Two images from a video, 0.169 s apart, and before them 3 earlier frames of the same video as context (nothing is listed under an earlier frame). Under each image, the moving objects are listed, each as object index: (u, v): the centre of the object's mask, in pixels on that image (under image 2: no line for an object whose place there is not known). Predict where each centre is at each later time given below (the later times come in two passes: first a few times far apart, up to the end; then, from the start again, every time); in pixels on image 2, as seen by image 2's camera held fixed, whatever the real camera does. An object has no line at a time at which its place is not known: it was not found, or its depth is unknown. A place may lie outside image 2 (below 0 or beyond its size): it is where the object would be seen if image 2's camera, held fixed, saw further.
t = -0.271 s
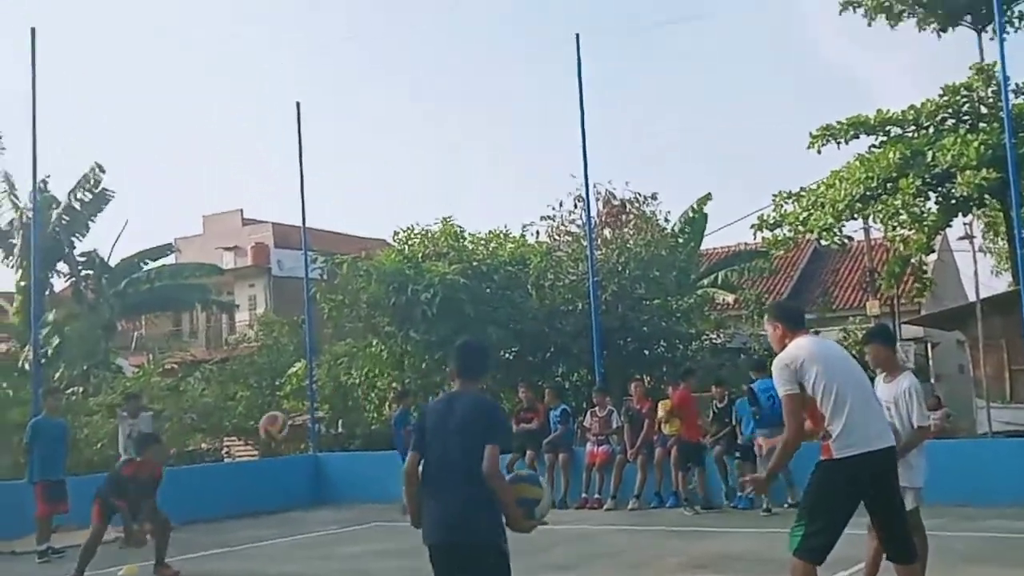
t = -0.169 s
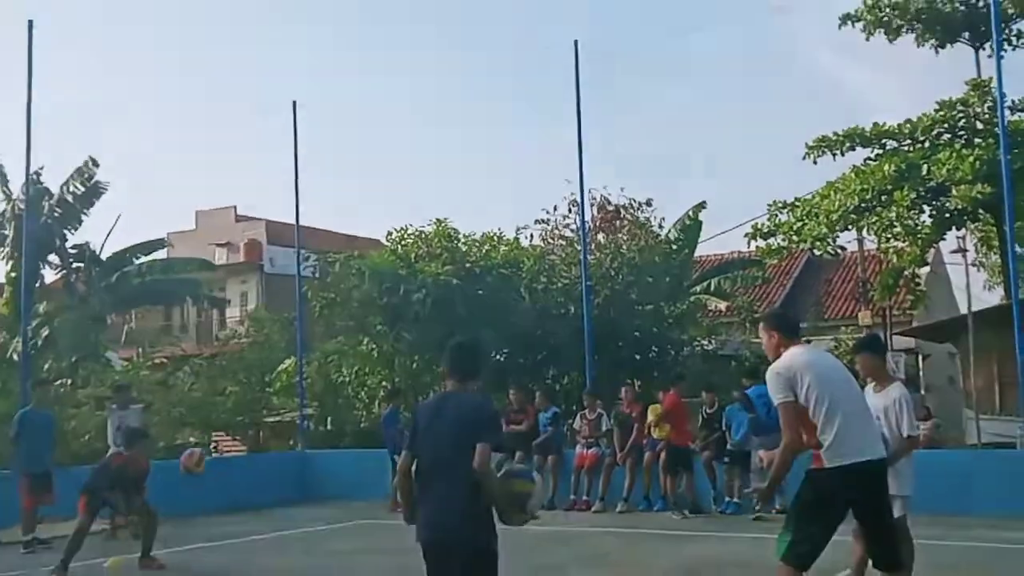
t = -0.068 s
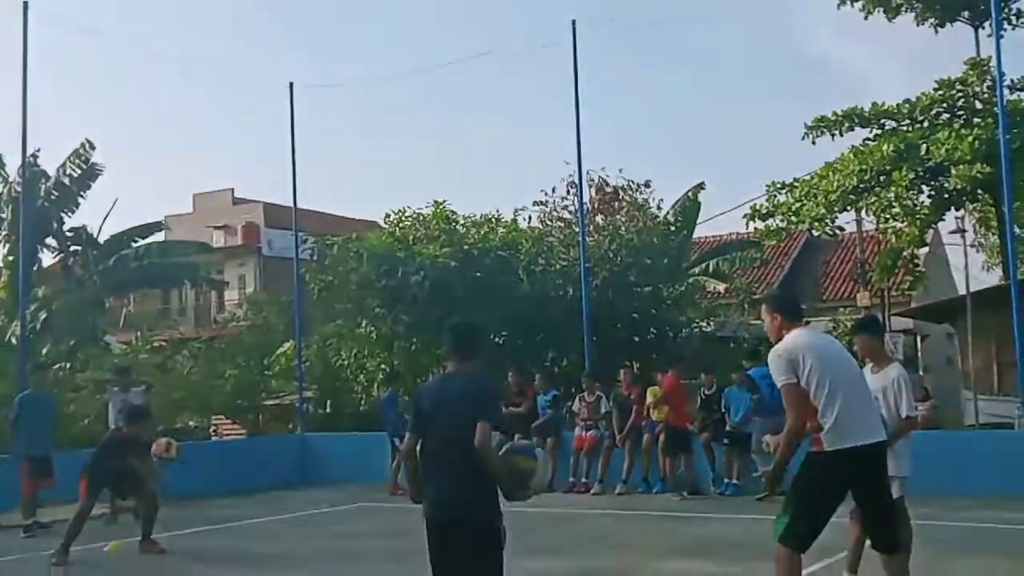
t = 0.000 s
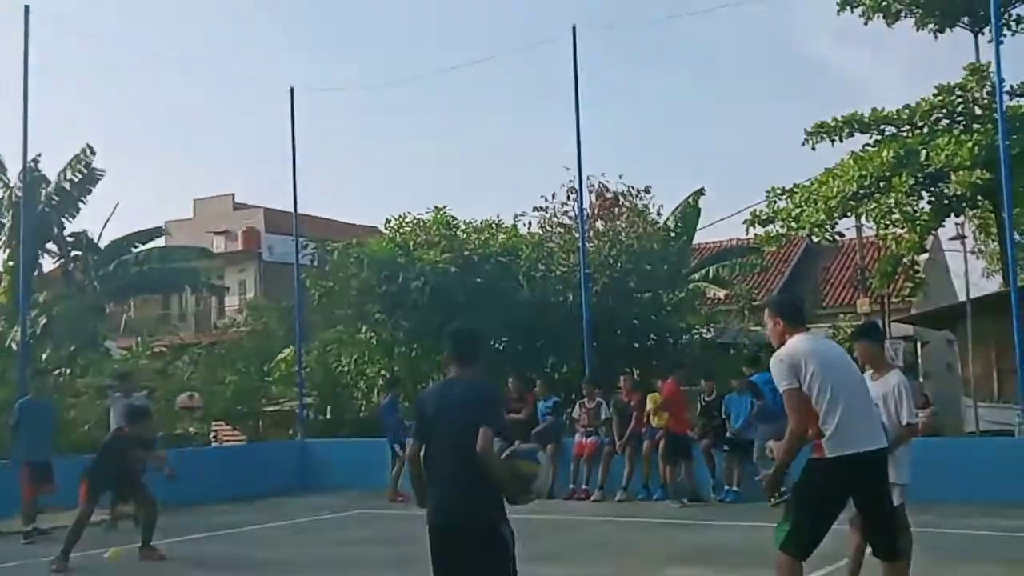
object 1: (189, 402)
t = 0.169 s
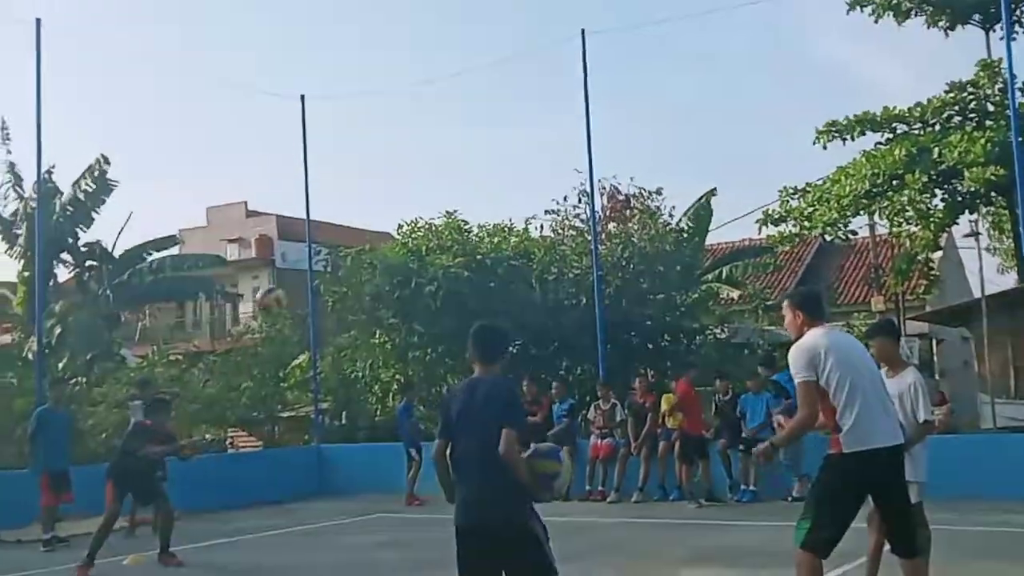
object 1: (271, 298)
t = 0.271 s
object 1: (313, 246)
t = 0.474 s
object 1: (411, 171)
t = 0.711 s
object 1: (548, 149)
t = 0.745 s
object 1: (571, 154)
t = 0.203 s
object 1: (284, 280)
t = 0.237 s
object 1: (295, 259)
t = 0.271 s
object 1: (313, 246)
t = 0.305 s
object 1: (327, 230)
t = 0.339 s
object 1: (344, 215)
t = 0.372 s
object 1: (360, 203)
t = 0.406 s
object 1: (377, 191)
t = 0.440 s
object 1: (394, 180)
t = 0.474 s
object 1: (411, 171)
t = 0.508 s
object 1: (429, 163)
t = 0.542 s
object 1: (447, 156)
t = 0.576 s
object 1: (466, 152)
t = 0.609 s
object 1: (486, 149)
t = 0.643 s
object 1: (506, 147)
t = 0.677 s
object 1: (527, 147)
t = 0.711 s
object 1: (548, 149)
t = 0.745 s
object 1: (571, 154)
